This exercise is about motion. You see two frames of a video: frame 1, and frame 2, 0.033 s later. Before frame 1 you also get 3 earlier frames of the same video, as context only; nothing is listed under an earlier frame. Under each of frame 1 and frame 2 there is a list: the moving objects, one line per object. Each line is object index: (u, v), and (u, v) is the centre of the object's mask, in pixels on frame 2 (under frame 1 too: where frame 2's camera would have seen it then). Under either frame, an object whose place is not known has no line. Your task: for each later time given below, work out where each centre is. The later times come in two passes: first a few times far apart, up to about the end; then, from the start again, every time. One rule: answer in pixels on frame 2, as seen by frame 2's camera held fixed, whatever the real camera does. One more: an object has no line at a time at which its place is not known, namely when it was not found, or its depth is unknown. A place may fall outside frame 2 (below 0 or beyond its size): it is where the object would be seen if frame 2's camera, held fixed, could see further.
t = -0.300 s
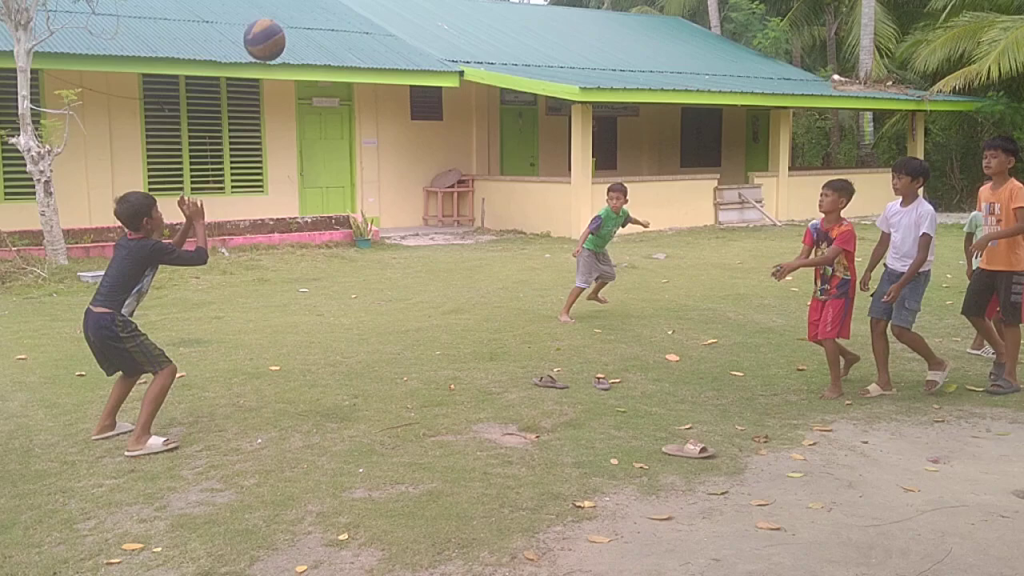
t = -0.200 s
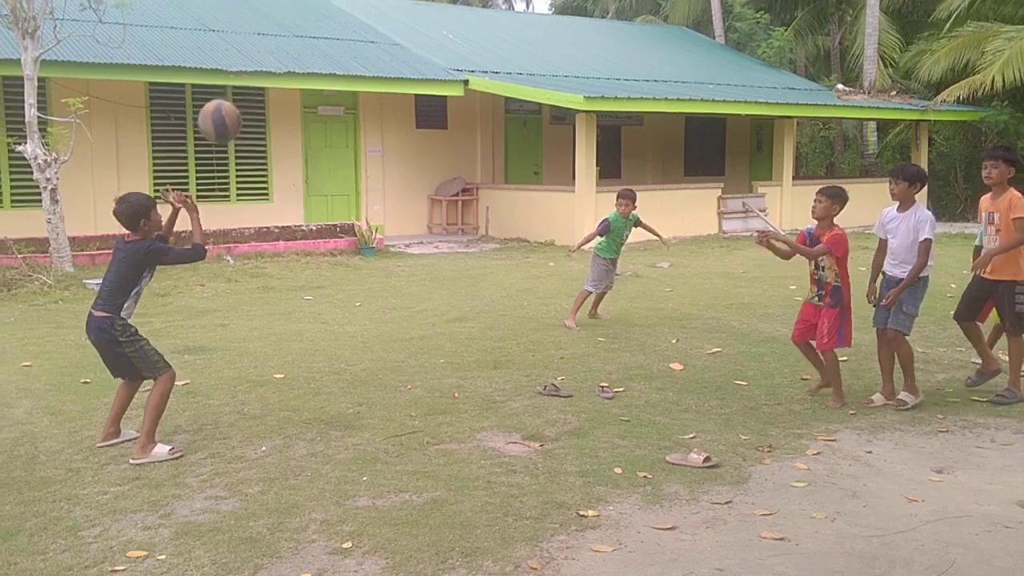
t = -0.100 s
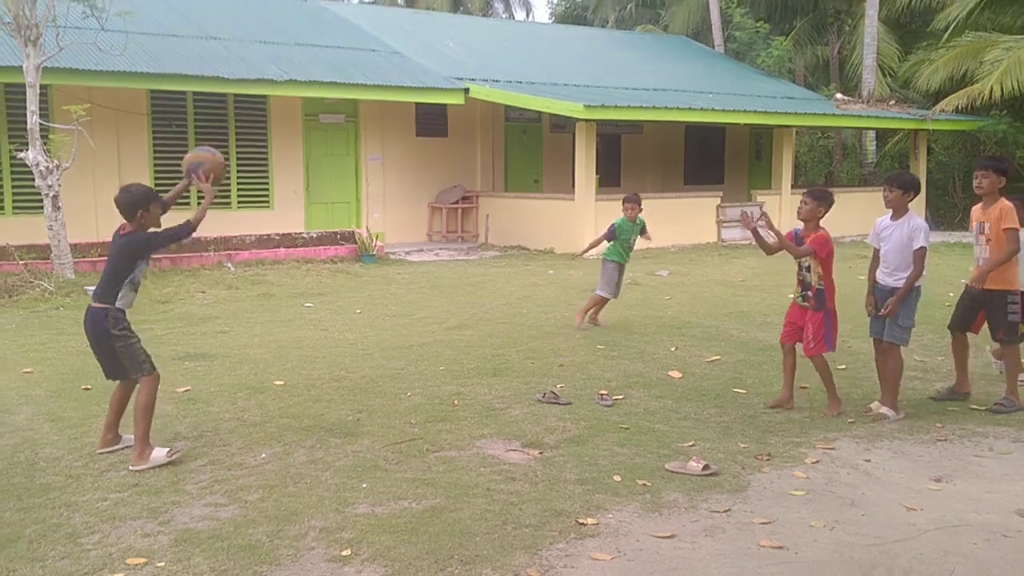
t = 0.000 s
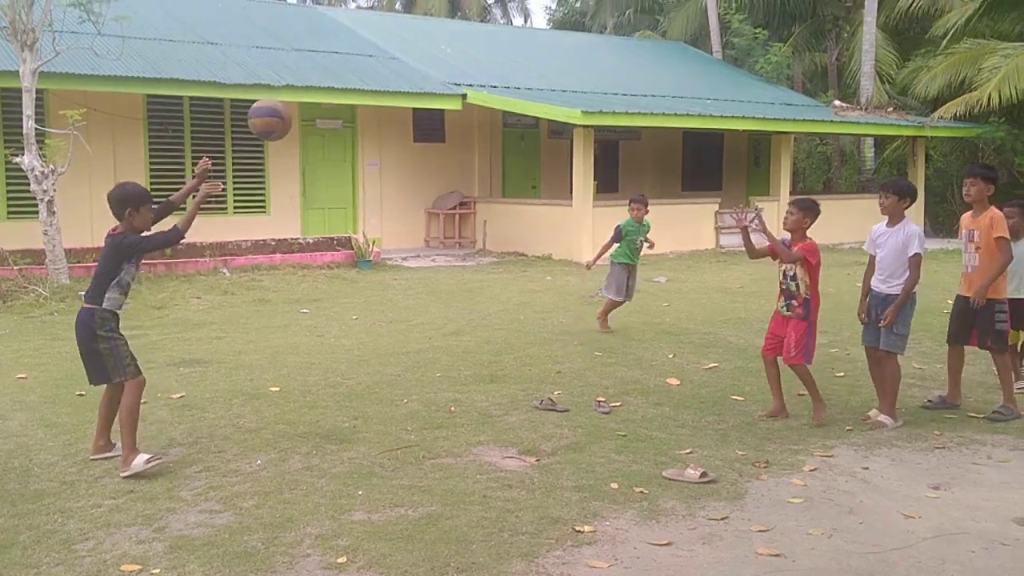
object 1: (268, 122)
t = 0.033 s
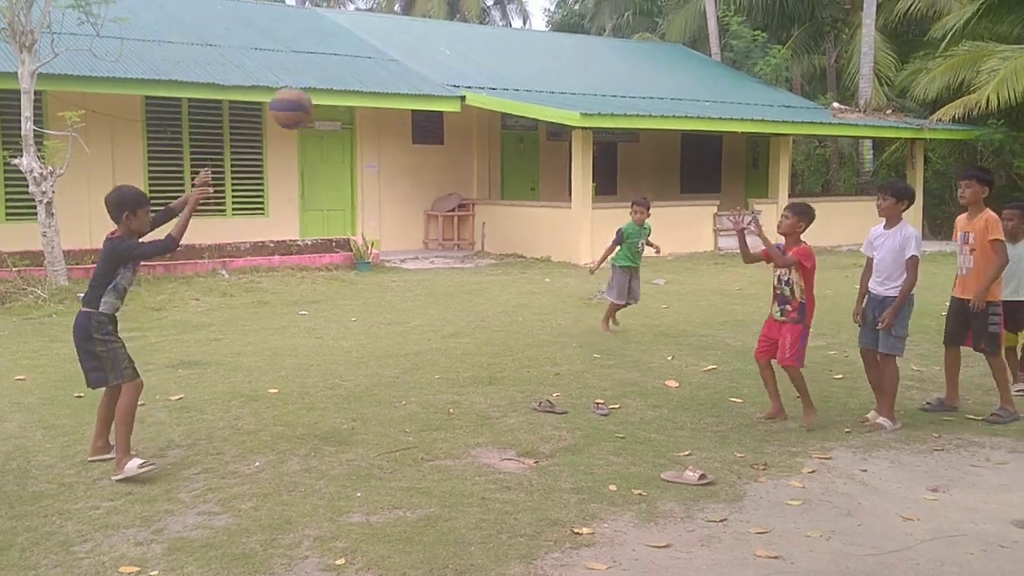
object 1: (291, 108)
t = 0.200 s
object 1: (407, 75)
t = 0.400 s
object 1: (540, 109)
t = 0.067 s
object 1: (314, 98)
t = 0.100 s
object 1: (338, 89)
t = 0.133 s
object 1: (361, 81)
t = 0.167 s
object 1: (384, 77)
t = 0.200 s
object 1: (407, 75)
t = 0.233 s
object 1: (429, 75)
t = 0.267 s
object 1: (452, 77)
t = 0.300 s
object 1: (474, 82)
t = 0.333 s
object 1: (496, 89)
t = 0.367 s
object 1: (519, 98)
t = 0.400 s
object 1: (540, 109)
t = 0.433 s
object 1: (562, 122)
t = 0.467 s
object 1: (583, 138)
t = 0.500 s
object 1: (605, 155)
